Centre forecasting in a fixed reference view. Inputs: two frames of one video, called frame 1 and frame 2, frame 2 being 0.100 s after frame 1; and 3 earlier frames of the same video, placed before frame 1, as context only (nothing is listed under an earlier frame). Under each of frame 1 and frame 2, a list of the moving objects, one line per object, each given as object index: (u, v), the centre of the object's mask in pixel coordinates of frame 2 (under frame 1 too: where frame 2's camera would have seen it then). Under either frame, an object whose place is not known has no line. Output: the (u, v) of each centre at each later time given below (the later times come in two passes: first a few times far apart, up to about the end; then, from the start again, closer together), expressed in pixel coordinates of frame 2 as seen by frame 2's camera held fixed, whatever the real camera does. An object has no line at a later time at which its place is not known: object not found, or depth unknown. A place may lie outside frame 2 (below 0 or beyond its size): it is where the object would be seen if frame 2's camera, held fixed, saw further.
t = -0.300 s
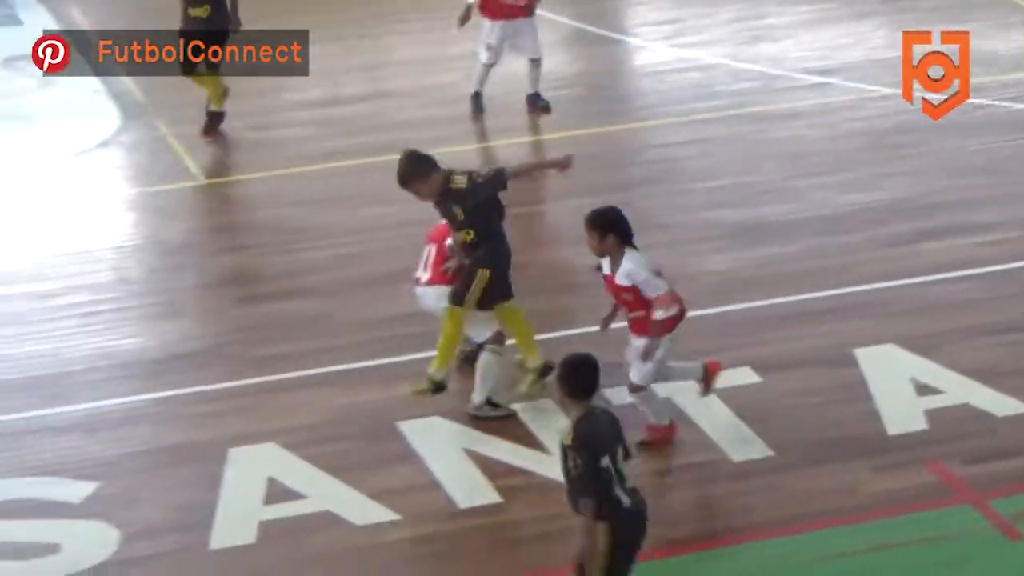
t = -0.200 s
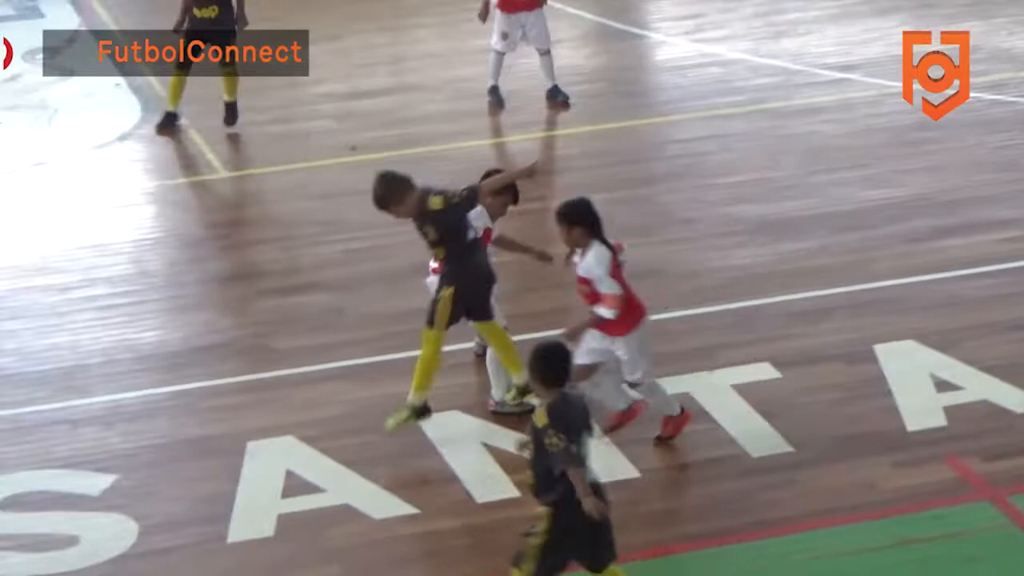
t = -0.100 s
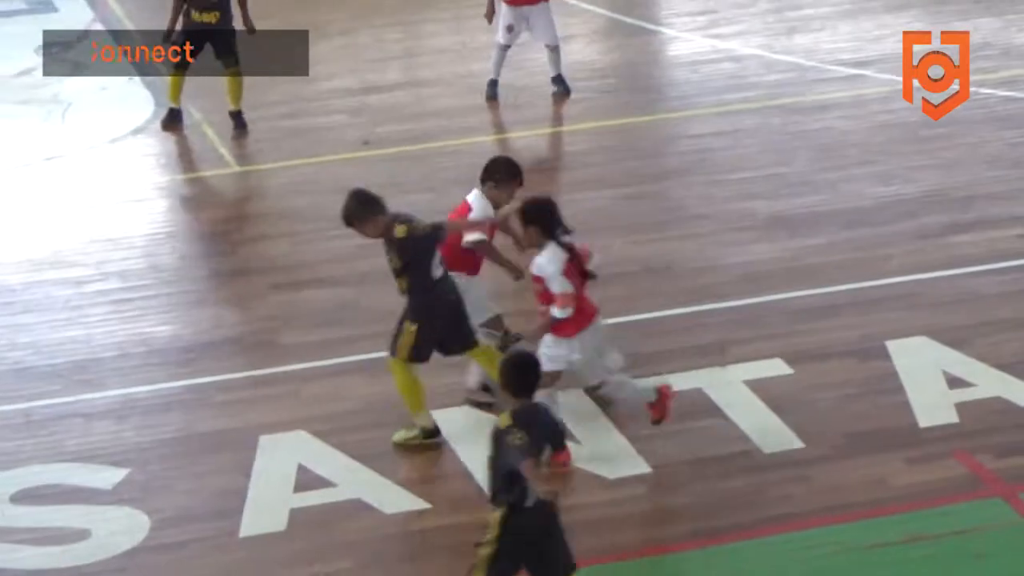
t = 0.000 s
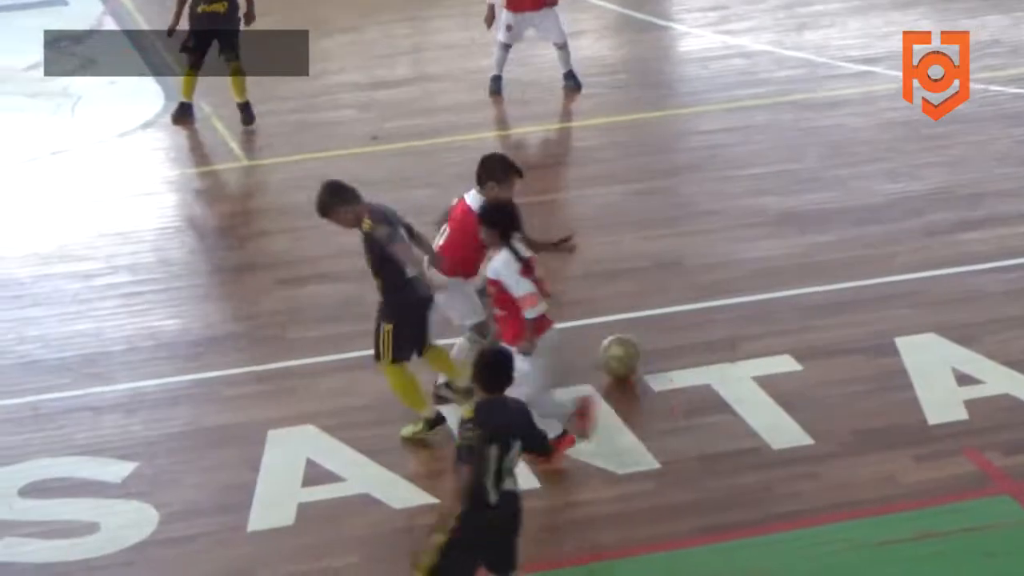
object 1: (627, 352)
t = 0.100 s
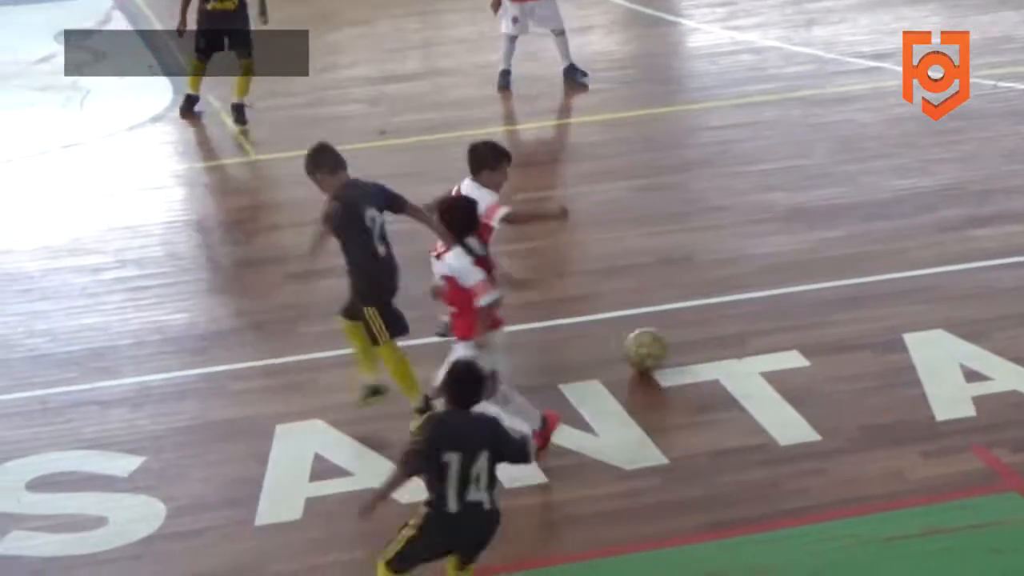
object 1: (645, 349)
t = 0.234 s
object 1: (668, 348)
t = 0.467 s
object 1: (703, 344)
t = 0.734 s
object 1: (746, 338)
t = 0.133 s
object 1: (651, 349)
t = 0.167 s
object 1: (656, 349)
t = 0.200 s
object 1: (661, 347)
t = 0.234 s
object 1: (668, 348)
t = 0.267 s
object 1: (674, 347)
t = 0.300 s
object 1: (678, 346)
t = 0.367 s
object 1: (688, 345)
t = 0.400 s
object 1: (692, 345)
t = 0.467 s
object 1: (703, 344)
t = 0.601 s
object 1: (725, 341)
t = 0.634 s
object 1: (730, 340)
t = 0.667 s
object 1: (735, 339)
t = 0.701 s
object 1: (740, 338)
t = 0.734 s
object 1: (746, 338)
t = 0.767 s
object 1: (751, 337)
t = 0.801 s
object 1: (755, 336)
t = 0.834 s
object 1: (760, 336)
